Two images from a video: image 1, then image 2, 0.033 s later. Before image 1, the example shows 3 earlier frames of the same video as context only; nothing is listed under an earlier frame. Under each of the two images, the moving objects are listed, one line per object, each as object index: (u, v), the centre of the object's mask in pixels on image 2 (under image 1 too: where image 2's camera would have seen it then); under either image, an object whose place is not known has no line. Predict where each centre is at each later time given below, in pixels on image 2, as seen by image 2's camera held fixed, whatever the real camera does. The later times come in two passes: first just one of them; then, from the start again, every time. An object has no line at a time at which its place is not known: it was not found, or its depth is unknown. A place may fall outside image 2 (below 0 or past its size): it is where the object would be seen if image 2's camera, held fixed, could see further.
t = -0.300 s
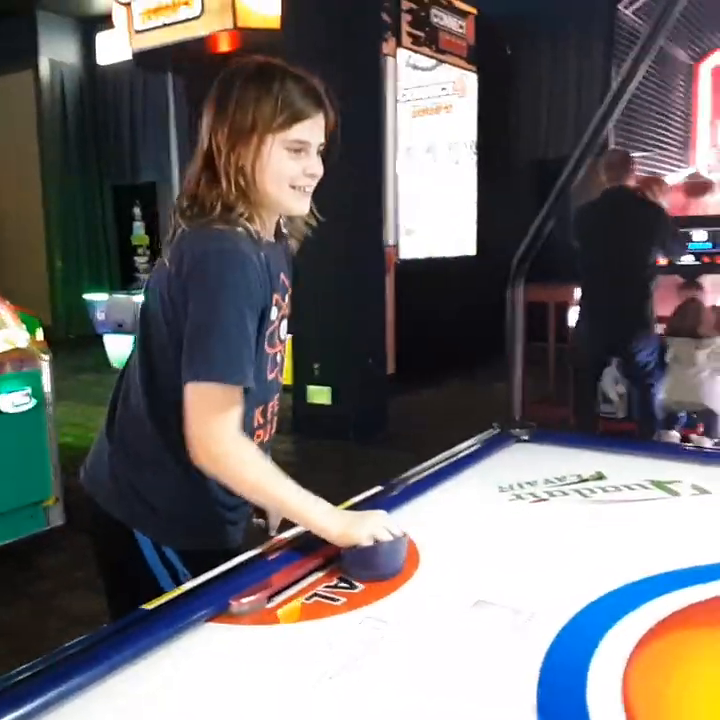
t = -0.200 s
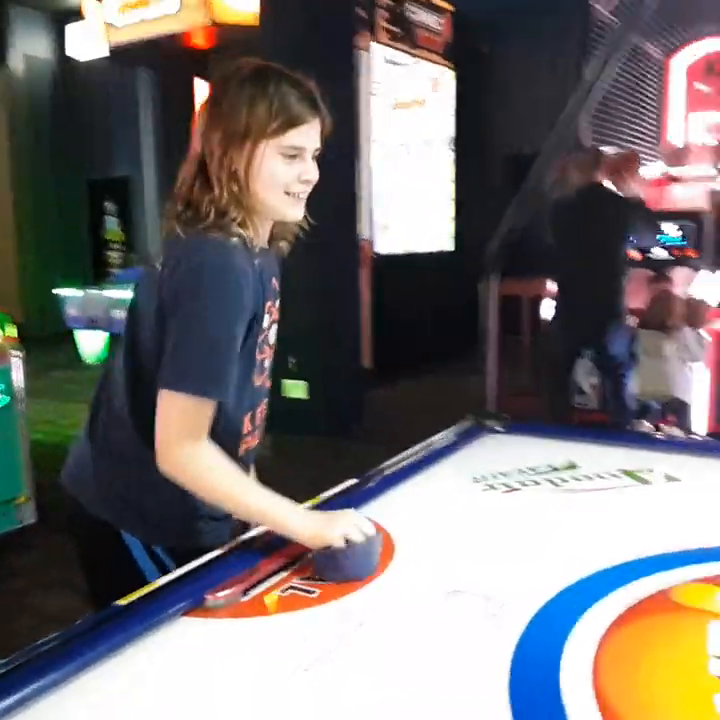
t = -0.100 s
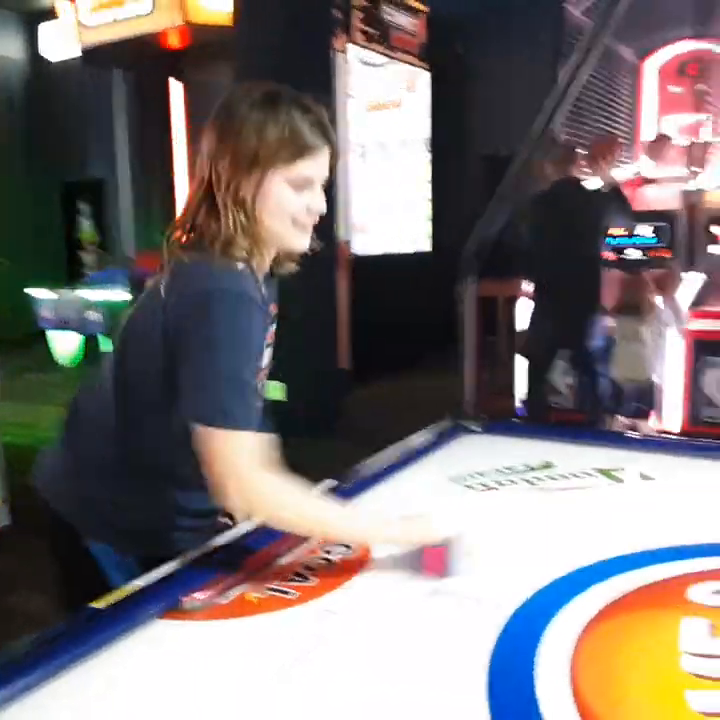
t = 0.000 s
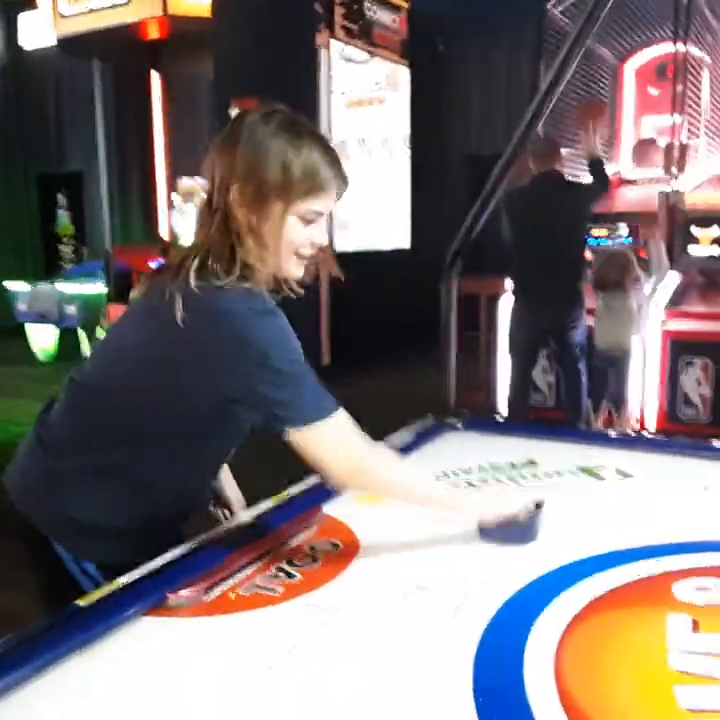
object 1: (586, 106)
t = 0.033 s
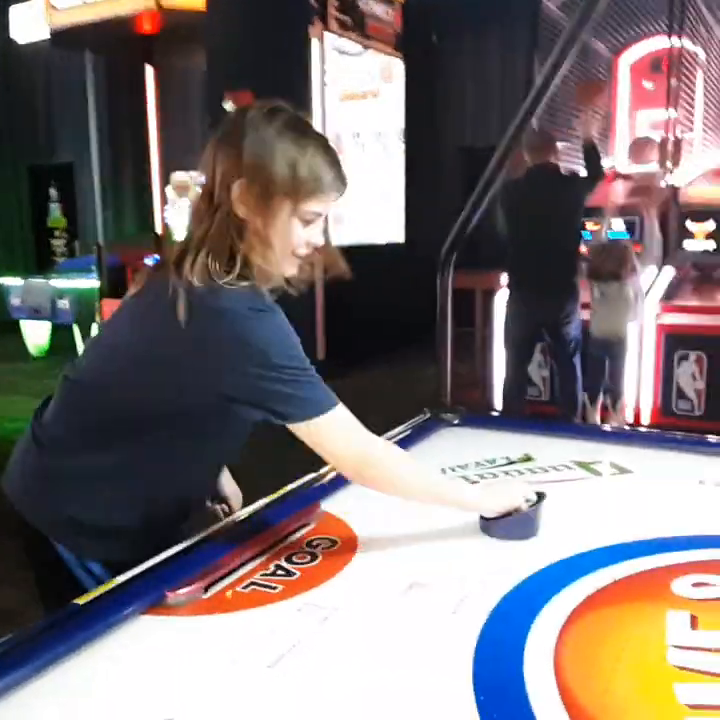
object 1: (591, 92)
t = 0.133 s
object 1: (603, 58)
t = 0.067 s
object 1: (596, 80)
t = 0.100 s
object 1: (599, 67)
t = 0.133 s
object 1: (603, 58)
